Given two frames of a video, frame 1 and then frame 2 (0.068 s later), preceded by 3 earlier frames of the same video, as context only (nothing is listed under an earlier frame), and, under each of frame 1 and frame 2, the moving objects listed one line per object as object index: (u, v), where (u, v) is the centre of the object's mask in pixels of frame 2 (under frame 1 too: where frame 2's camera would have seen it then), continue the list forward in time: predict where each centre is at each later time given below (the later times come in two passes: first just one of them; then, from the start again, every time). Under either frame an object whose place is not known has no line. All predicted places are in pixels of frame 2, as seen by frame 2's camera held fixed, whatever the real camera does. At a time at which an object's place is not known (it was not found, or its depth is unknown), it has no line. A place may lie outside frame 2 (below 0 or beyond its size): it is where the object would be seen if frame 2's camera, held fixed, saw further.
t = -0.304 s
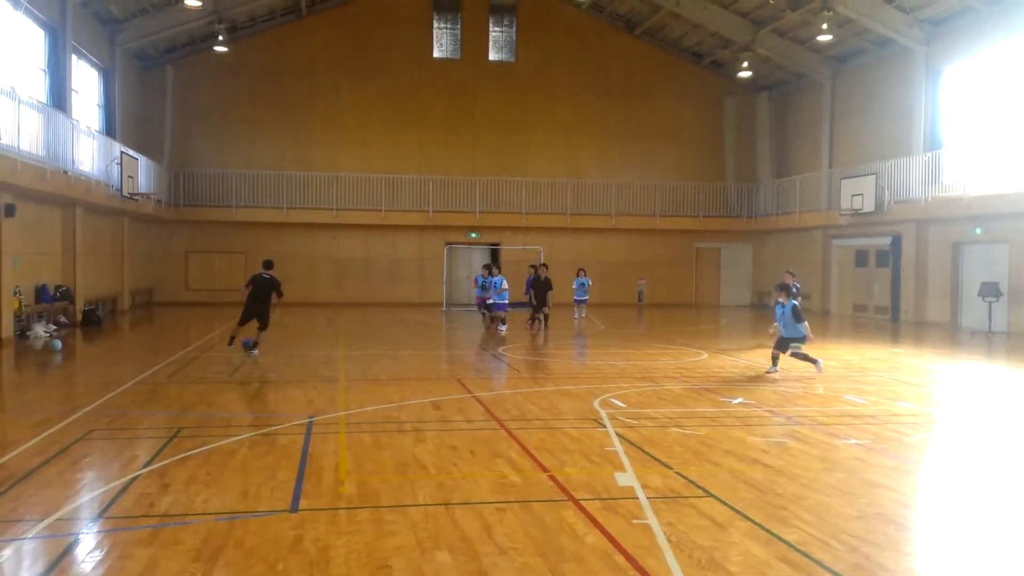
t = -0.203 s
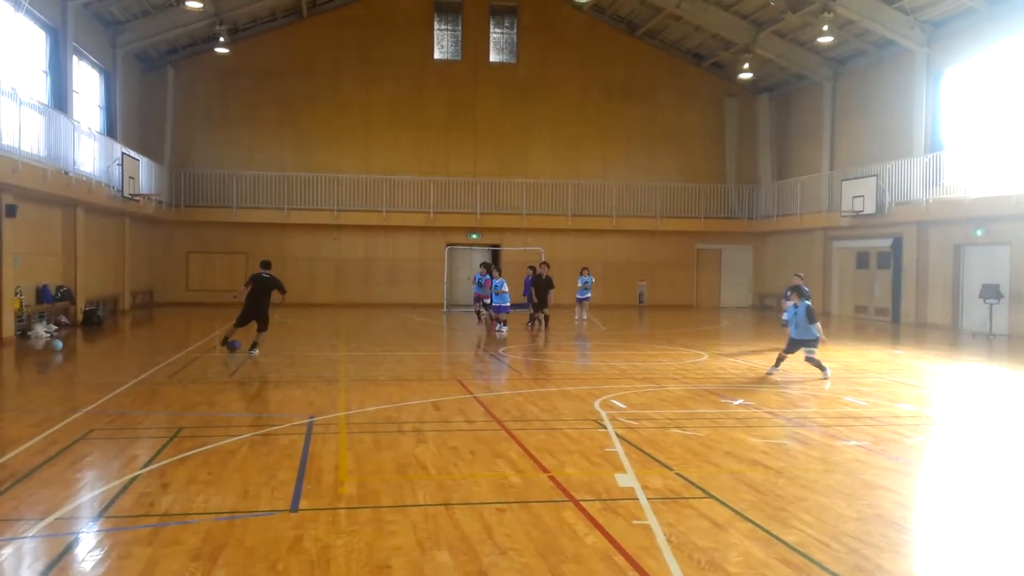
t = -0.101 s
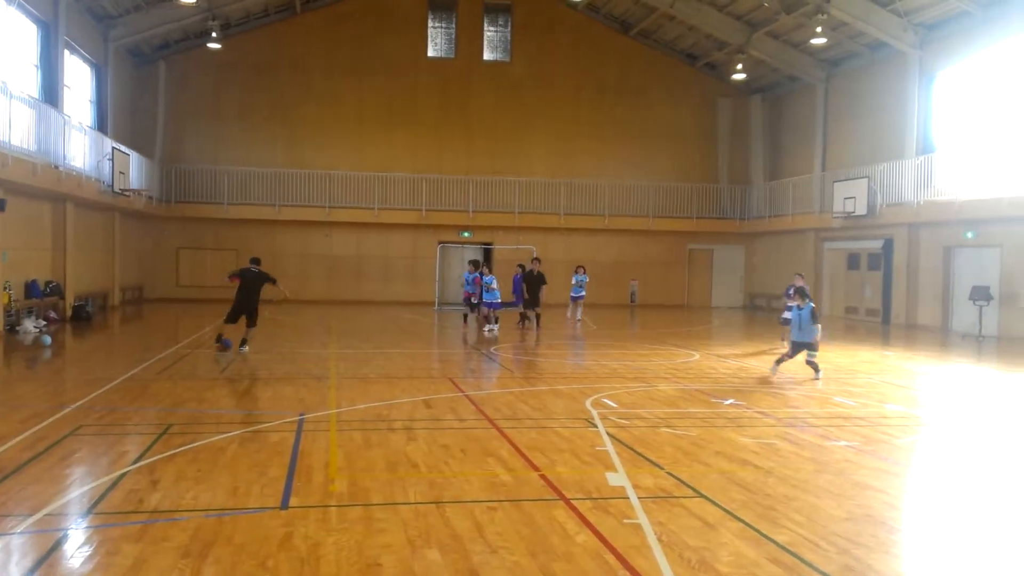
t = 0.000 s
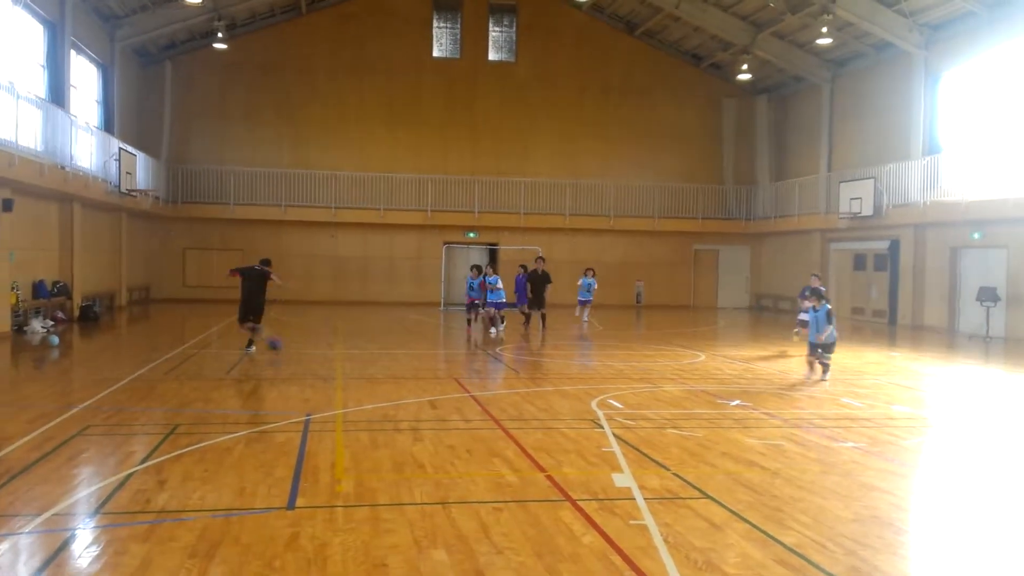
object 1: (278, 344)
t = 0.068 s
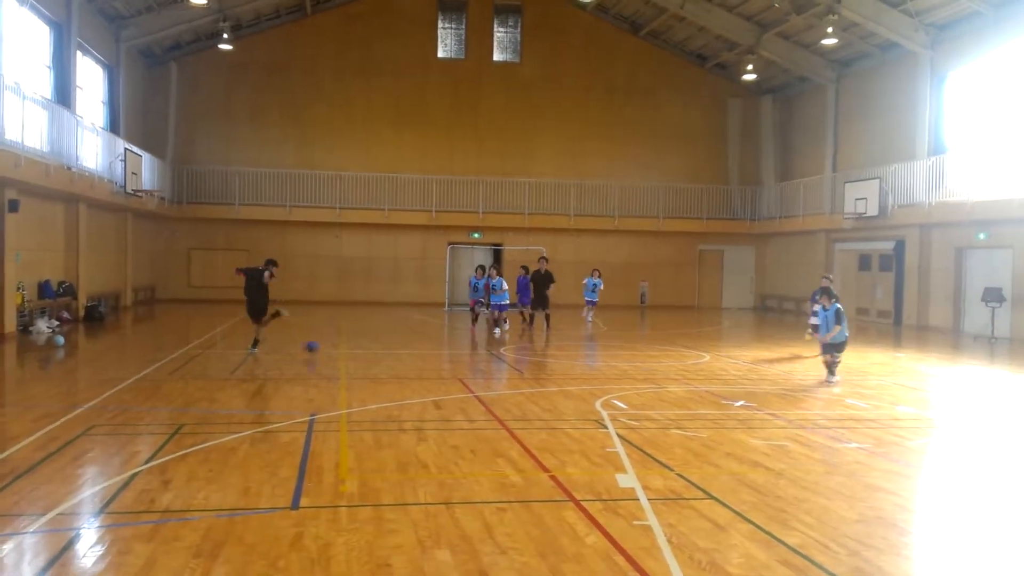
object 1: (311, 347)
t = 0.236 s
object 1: (389, 354)
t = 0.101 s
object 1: (328, 349)
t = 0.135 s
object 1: (343, 352)
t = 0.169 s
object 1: (358, 352)
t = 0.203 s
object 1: (373, 353)
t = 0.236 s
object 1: (389, 354)
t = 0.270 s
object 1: (404, 355)
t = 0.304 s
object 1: (419, 356)
